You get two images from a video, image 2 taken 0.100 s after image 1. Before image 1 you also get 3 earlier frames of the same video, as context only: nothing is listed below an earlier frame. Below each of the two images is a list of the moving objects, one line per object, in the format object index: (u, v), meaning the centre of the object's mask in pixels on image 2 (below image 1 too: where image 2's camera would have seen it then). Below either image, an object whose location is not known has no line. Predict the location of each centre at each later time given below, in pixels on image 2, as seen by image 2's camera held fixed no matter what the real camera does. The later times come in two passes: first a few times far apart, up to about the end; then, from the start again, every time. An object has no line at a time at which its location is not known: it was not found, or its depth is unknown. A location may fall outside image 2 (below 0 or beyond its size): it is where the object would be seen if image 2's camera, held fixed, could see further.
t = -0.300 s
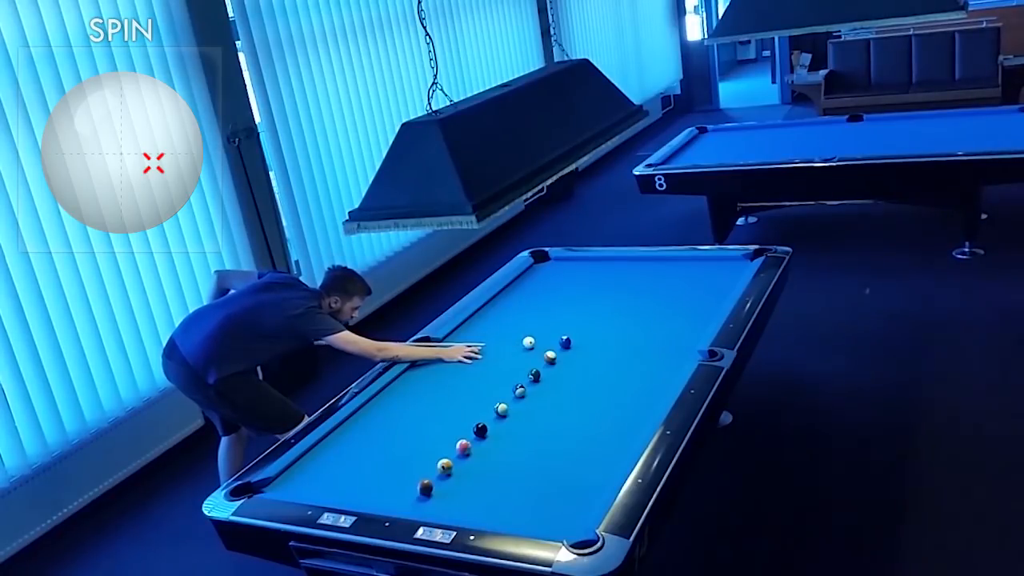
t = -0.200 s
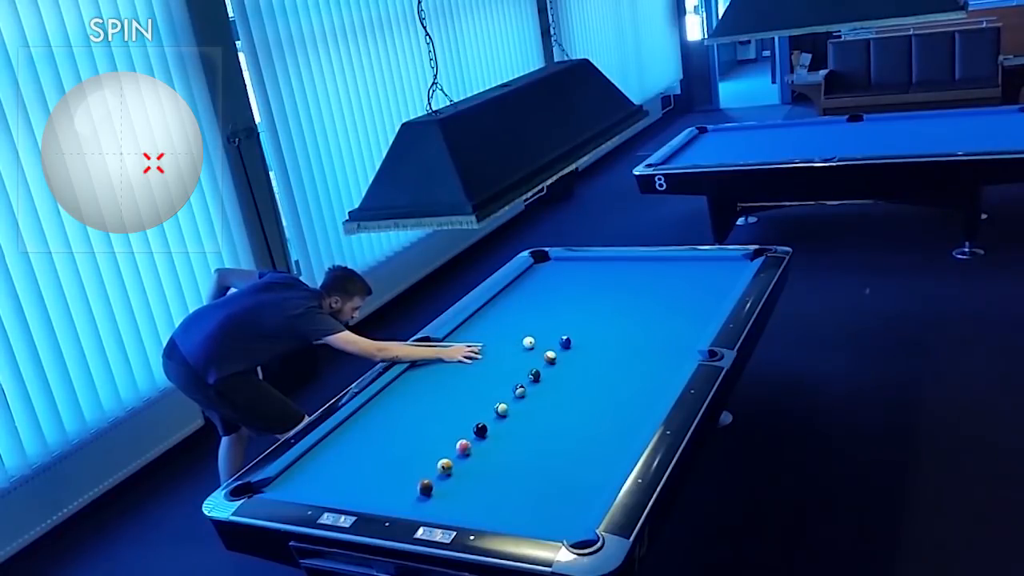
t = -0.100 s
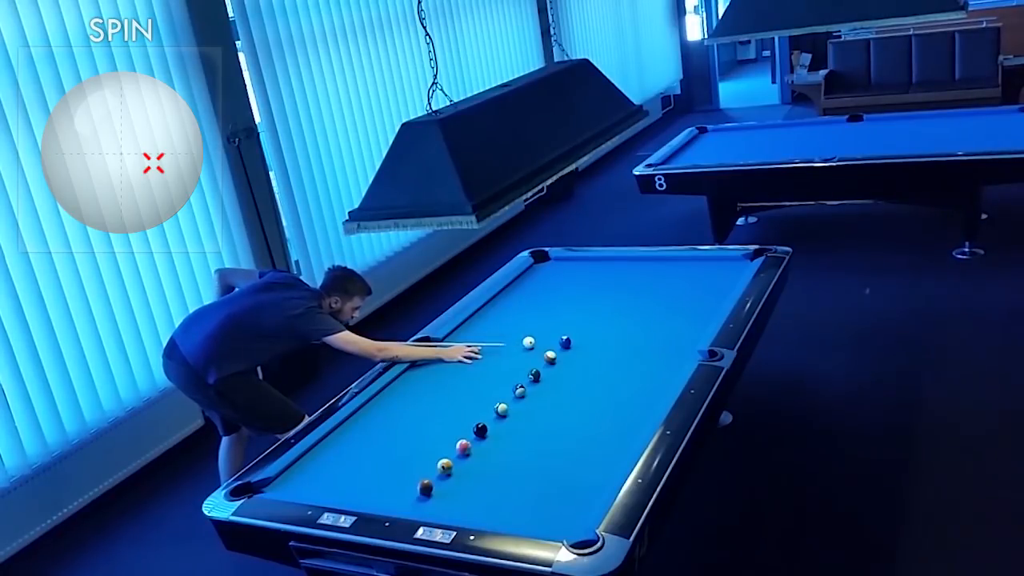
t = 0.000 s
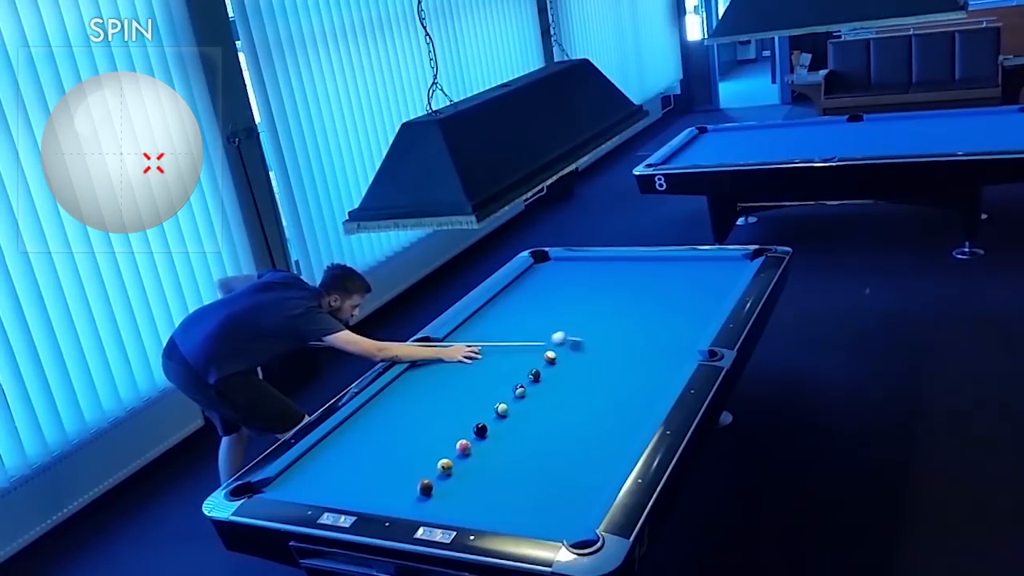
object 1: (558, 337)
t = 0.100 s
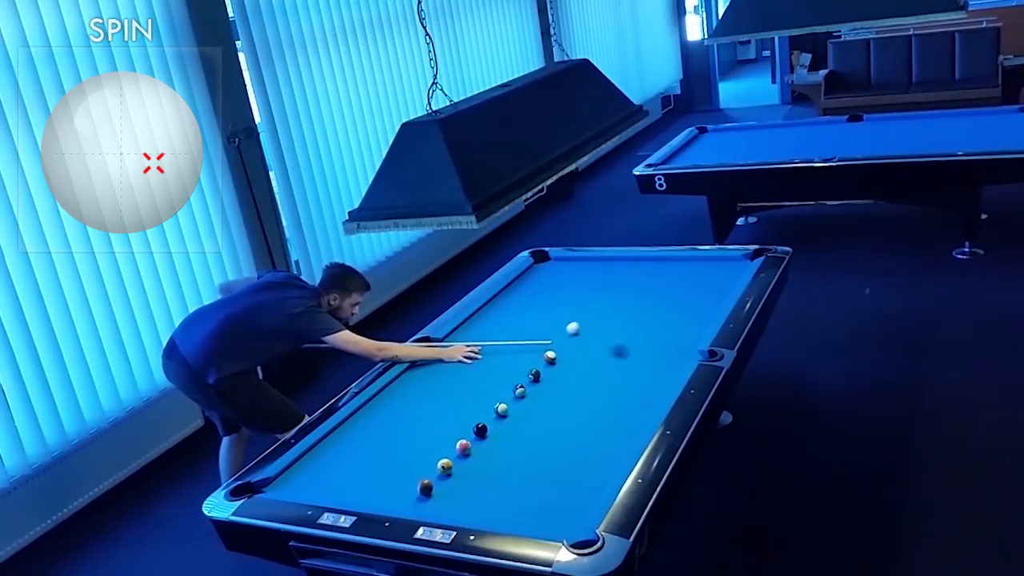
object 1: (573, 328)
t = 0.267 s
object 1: (589, 316)
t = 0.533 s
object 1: (611, 301)
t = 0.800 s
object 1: (631, 286)
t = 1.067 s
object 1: (648, 273)
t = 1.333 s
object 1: (665, 261)
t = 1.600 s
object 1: (679, 262)
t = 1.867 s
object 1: (693, 267)
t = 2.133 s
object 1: (707, 272)
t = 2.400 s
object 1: (721, 277)
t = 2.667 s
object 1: (733, 282)
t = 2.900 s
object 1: (722, 287)
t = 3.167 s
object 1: (710, 293)
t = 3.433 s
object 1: (698, 298)
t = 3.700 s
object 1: (688, 303)
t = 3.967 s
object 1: (678, 308)
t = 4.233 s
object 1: (670, 312)
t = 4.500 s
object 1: (662, 315)
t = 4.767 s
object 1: (655, 319)
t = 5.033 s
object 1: (649, 321)
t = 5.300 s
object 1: (645, 323)
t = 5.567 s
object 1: (641, 326)
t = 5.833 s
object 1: (639, 327)
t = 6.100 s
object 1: (637, 329)
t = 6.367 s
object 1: (637, 329)
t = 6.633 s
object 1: (638, 329)
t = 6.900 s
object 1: (638, 329)
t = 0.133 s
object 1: (577, 325)
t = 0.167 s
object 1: (580, 323)
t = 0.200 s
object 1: (583, 320)
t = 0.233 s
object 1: (586, 318)
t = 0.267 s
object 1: (589, 316)
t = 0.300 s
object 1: (592, 314)
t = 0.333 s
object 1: (595, 312)
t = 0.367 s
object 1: (598, 310)
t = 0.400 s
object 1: (600, 308)
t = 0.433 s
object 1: (603, 306)
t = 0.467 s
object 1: (606, 304)
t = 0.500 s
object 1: (608, 302)
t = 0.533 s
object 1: (611, 301)
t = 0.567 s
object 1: (614, 298)
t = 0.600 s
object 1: (616, 297)
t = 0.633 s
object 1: (619, 295)
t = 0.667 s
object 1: (621, 293)
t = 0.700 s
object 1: (623, 291)
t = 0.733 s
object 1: (626, 289)
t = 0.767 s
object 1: (628, 288)
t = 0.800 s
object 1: (631, 286)
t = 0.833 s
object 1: (633, 284)
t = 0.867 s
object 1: (635, 283)
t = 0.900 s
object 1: (638, 281)
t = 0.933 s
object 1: (640, 279)
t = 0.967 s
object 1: (642, 278)
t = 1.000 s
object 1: (644, 276)
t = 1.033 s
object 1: (646, 274)
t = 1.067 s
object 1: (648, 273)
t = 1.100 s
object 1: (650, 271)
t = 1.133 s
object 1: (653, 270)
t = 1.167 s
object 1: (655, 268)
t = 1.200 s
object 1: (657, 267)
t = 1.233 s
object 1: (659, 266)
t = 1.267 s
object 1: (660, 264)
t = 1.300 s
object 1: (662, 263)
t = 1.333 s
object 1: (665, 261)
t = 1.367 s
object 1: (666, 260)
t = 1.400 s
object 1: (668, 258)
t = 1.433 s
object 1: (670, 258)
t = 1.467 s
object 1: (672, 259)
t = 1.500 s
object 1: (673, 260)
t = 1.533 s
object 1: (675, 261)
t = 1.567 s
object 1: (677, 261)
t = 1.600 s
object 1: (679, 262)
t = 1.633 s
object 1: (681, 262)
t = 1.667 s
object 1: (683, 263)
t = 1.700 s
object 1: (684, 263)
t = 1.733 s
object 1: (686, 264)
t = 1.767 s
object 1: (688, 265)
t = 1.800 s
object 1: (690, 266)
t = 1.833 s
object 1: (692, 266)
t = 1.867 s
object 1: (693, 267)
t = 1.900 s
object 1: (695, 267)
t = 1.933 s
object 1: (697, 268)
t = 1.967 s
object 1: (699, 269)
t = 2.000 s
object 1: (700, 269)
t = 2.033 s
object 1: (702, 270)
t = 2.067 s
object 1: (704, 271)
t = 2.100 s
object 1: (705, 271)
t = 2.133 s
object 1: (707, 272)
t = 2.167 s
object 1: (709, 273)
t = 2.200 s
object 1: (711, 273)
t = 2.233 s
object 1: (713, 274)
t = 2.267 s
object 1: (714, 274)
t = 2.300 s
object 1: (716, 275)
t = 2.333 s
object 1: (718, 276)
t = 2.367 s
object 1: (719, 276)
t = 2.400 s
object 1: (721, 277)
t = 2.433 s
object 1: (723, 277)
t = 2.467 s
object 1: (725, 278)
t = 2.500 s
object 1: (726, 279)
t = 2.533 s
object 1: (728, 279)
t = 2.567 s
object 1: (730, 280)
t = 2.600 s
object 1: (731, 280)
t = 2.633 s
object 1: (732, 281)
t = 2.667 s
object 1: (733, 282)
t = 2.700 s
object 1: (731, 282)
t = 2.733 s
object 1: (730, 283)
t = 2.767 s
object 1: (728, 284)
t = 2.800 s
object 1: (727, 285)
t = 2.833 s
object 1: (725, 286)
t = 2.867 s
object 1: (724, 287)
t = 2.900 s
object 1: (722, 287)
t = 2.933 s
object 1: (721, 288)
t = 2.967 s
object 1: (719, 289)
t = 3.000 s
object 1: (717, 289)
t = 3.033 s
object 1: (716, 290)
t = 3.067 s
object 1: (714, 291)
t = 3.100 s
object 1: (713, 291)
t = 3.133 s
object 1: (711, 292)
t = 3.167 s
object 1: (710, 293)
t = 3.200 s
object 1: (708, 293)
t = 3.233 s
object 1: (707, 294)
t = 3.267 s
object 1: (706, 295)
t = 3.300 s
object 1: (704, 295)
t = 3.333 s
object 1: (703, 296)
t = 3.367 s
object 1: (701, 297)
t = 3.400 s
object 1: (700, 298)
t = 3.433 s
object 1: (698, 298)
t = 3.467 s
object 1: (697, 299)
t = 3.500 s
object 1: (696, 299)
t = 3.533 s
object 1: (694, 300)
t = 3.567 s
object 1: (693, 301)
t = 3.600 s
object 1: (692, 301)
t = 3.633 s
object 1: (690, 302)
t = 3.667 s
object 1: (689, 302)
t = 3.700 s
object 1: (688, 303)
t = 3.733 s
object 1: (687, 303)
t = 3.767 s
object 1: (685, 304)
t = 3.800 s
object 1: (684, 305)
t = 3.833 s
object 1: (683, 305)
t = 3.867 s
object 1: (682, 306)
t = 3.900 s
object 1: (681, 306)
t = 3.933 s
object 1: (679, 307)
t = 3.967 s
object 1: (678, 308)
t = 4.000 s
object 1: (677, 308)
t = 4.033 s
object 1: (676, 309)
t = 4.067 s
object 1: (675, 309)
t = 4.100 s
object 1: (674, 309)
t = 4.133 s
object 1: (673, 310)
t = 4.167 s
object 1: (671, 311)
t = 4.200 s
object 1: (671, 311)
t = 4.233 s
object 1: (670, 312)
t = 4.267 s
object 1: (669, 312)
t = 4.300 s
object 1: (667, 313)
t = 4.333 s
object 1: (667, 313)
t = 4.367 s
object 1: (665, 313)
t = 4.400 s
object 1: (664, 314)
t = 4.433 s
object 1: (664, 314)
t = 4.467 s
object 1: (662, 315)
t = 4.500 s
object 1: (662, 315)
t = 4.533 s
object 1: (661, 316)
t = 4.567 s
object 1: (660, 316)
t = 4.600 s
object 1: (659, 316)
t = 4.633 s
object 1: (658, 317)
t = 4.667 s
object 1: (657, 317)
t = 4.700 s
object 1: (656, 318)
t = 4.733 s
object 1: (656, 318)
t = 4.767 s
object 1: (655, 319)
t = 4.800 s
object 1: (654, 319)
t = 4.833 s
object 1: (654, 319)
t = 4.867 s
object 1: (653, 320)
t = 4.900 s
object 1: (652, 320)
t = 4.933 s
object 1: (651, 320)
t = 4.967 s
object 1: (651, 320)
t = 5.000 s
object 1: (650, 321)
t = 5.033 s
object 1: (649, 321)
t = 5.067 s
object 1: (649, 322)
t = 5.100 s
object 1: (648, 322)
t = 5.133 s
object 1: (648, 322)
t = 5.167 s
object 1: (647, 322)
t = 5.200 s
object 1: (646, 323)
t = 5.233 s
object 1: (646, 323)
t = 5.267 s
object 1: (645, 323)
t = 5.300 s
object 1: (645, 323)
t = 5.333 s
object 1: (644, 324)
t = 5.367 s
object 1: (644, 324)
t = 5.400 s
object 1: (643, 324)
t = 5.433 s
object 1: (643, 325)
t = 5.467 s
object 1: (643, 325)
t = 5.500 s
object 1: (642, 325)
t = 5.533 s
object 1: (642, 325)
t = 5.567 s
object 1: (641, 326)
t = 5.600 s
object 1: (641, 326)
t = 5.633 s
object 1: (641, 326)
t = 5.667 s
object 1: (640, 327)
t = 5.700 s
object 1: (640, 327)
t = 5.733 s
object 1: (639, 327)
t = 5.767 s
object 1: (639, 327)
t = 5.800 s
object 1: (639, 327)
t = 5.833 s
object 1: (639, 327)
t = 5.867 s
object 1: (638, 328)
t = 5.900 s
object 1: (638, 328)
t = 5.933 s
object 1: (638, 328)
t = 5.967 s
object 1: (638, 328)
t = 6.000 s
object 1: (638, 328)
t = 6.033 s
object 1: (638, 328)
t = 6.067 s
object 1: (637, 328)
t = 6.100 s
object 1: (637, 329)
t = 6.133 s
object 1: (637, 329)
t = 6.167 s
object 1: (637, 329)
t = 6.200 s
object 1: (637, 329)
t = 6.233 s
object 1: (637, 329)
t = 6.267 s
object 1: (637, 329)
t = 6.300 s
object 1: (637, 329)
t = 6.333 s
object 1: (637, 329)
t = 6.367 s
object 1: (637, 329)
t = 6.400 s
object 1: (637, 329)
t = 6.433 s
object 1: (637, 329)
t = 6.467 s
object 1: (637, 329)
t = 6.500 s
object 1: (638, 329)
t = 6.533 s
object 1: (638, 329)
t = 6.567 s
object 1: (638, 329)
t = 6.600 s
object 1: (638, 329)
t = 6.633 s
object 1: (638, 329)
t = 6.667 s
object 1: (638, 329)
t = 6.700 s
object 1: (638, 329)
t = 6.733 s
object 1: (638, 329)
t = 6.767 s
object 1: (638, 329)
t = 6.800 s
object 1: (638, 329)
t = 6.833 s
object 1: (638, 329)
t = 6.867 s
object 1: (638, 329)
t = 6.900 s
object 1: (638, 329)
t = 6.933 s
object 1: (638, 329)
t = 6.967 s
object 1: (638, 329)
